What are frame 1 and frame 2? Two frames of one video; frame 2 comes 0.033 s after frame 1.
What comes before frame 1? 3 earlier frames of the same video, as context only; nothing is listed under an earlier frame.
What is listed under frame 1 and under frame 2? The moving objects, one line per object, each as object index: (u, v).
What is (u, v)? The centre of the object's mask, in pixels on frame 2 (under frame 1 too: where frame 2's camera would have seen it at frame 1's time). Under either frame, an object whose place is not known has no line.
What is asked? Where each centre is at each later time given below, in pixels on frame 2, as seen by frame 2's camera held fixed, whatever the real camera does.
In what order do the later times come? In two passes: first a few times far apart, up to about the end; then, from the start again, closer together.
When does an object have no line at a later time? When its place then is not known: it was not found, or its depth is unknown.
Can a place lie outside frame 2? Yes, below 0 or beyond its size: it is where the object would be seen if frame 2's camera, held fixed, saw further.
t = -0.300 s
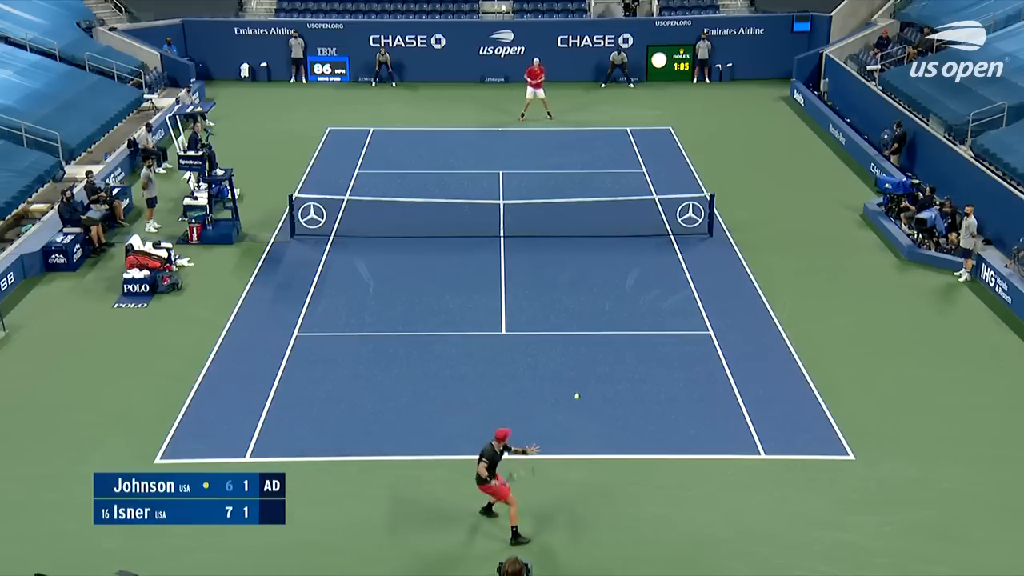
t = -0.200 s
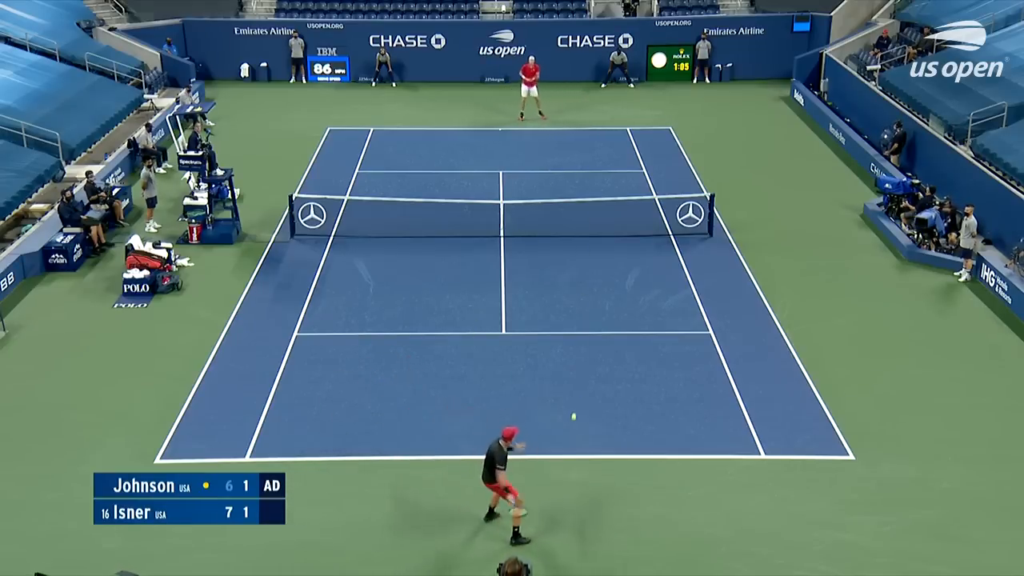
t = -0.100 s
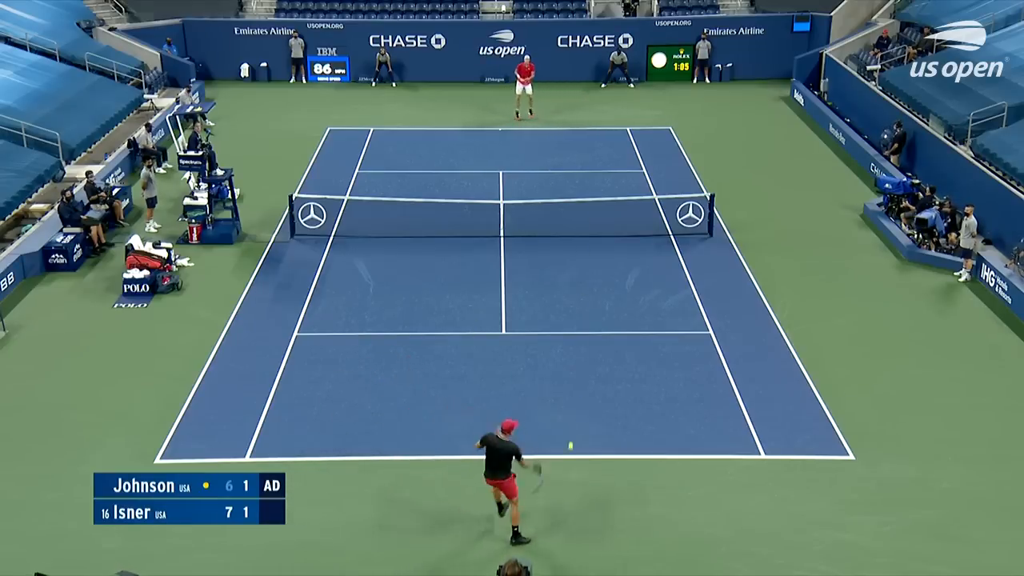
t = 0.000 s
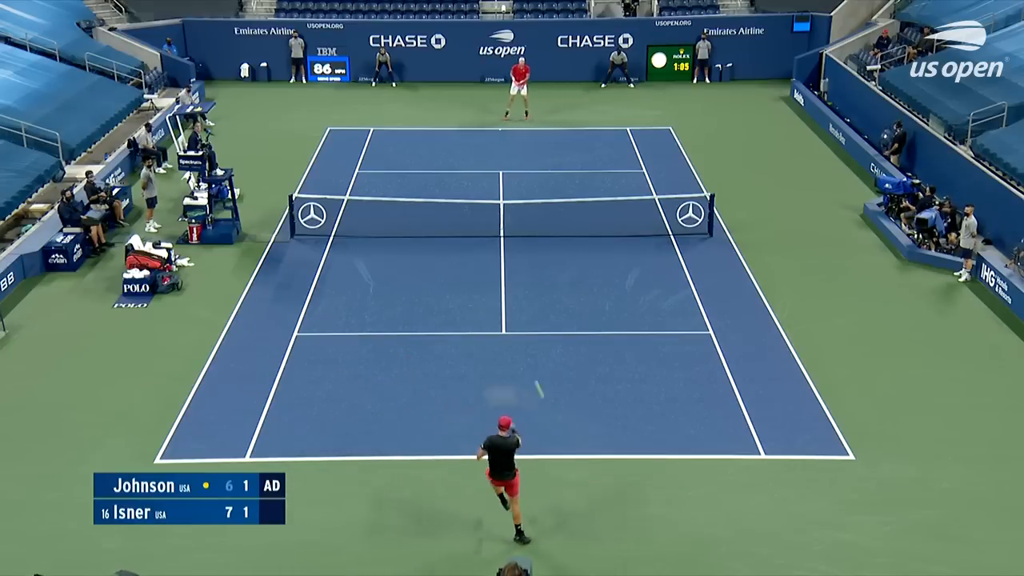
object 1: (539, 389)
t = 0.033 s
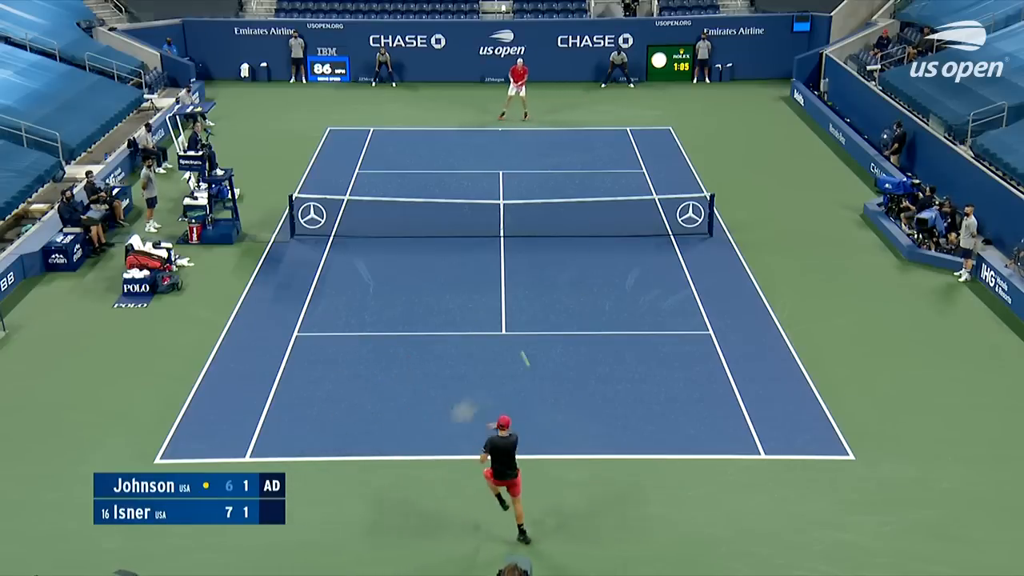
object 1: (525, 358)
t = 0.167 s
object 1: (479, 271)
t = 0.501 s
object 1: (409, 185)
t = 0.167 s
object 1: (479, 271)
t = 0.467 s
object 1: (414, 188)
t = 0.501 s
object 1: (409, 185)
